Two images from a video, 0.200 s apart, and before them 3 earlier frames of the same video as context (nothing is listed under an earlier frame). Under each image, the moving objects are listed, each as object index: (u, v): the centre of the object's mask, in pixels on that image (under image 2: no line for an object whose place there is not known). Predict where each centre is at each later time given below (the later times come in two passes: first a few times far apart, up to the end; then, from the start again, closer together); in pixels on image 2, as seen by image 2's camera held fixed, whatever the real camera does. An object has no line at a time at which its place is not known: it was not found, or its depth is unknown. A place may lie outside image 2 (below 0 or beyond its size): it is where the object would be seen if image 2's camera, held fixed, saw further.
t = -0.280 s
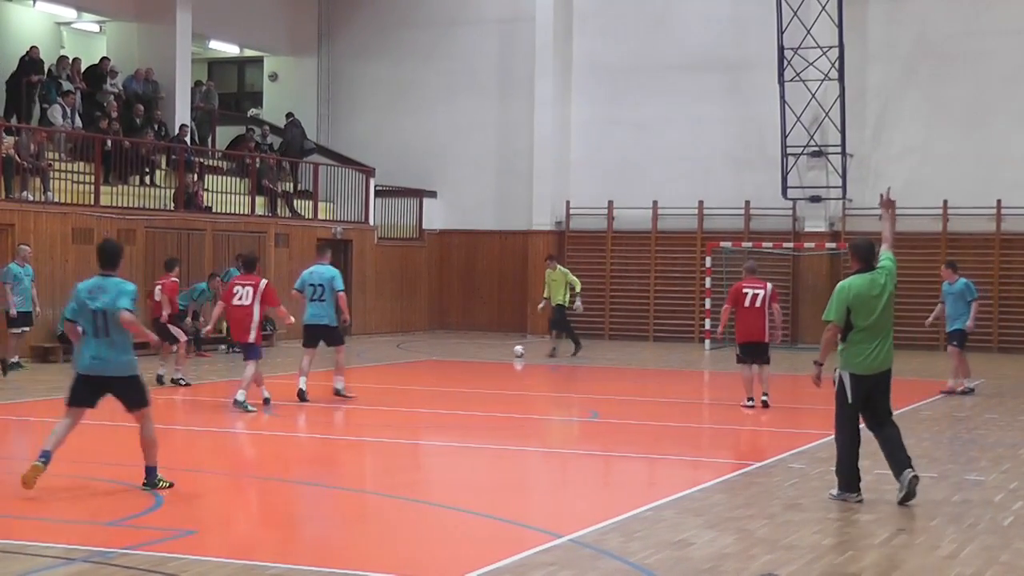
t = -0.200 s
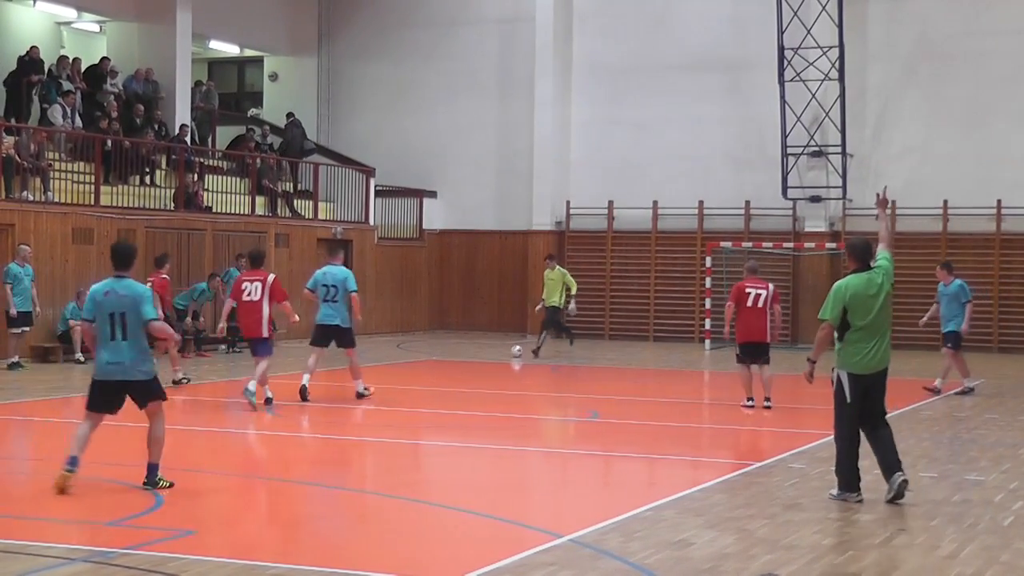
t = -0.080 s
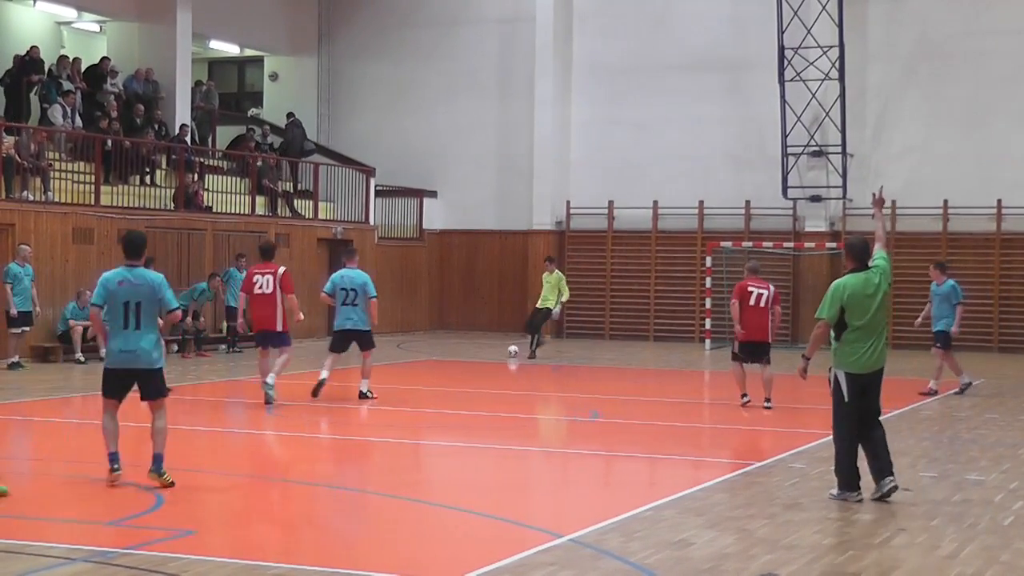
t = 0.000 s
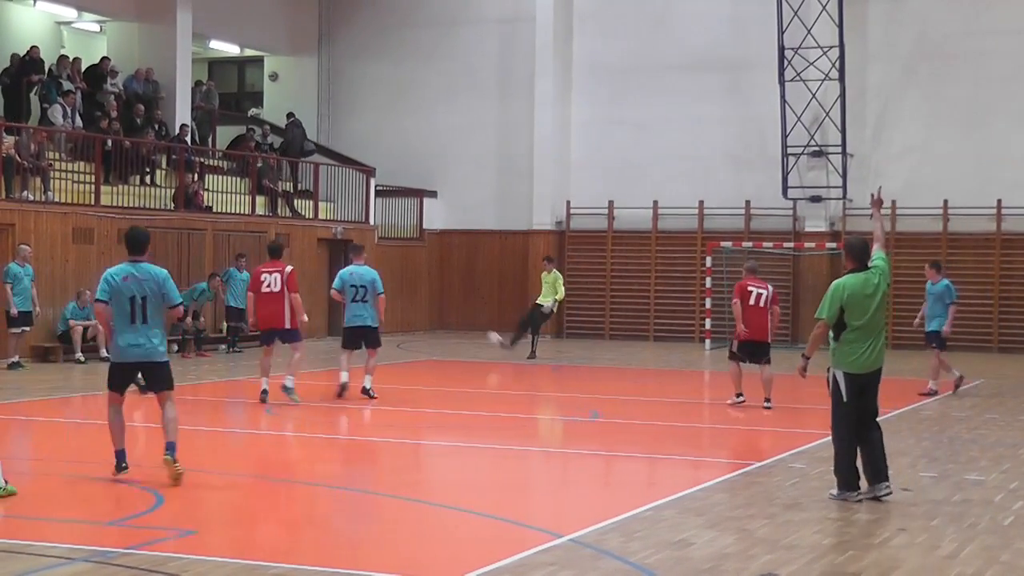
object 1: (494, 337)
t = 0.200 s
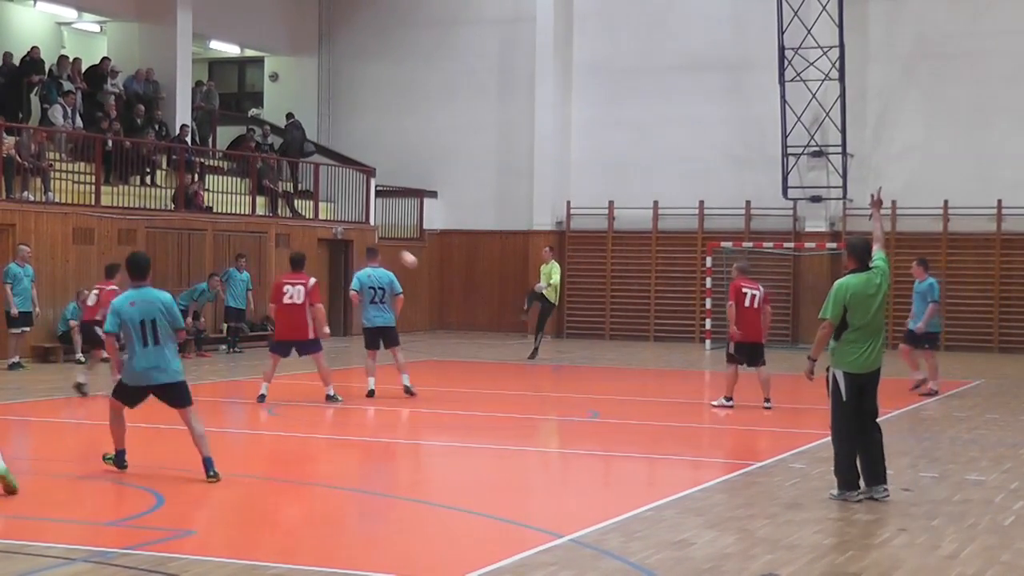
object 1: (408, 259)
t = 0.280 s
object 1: (370, 231)
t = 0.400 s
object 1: (308, 189)
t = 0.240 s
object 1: (389, 245)
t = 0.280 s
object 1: (370, 231)
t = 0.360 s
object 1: (329, 200)
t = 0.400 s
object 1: (308, 189)
